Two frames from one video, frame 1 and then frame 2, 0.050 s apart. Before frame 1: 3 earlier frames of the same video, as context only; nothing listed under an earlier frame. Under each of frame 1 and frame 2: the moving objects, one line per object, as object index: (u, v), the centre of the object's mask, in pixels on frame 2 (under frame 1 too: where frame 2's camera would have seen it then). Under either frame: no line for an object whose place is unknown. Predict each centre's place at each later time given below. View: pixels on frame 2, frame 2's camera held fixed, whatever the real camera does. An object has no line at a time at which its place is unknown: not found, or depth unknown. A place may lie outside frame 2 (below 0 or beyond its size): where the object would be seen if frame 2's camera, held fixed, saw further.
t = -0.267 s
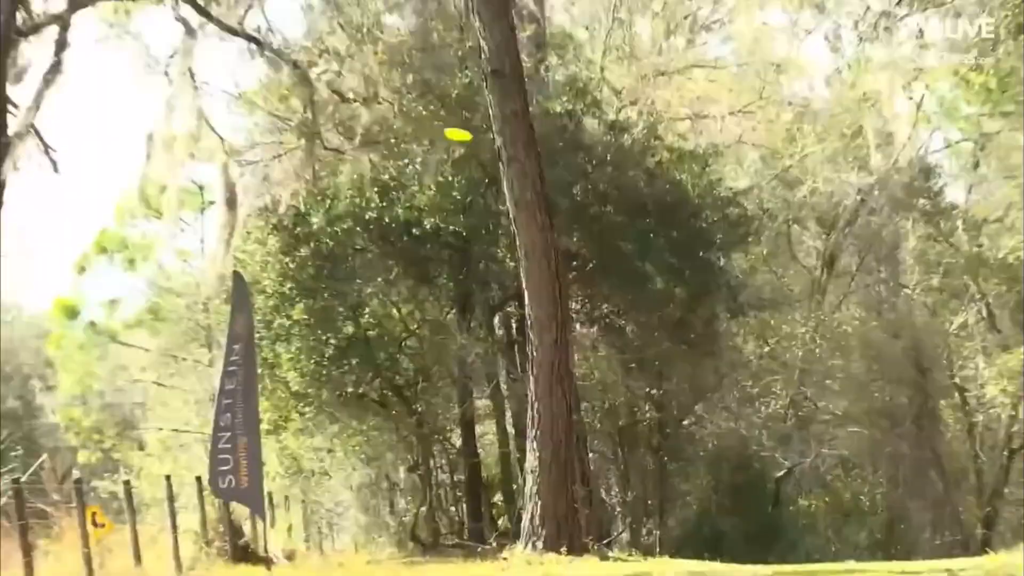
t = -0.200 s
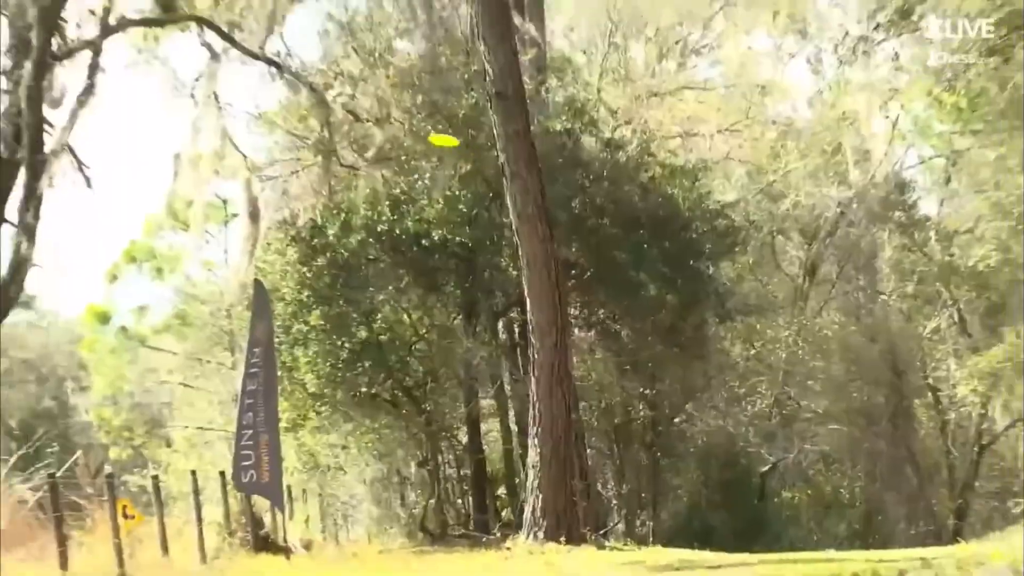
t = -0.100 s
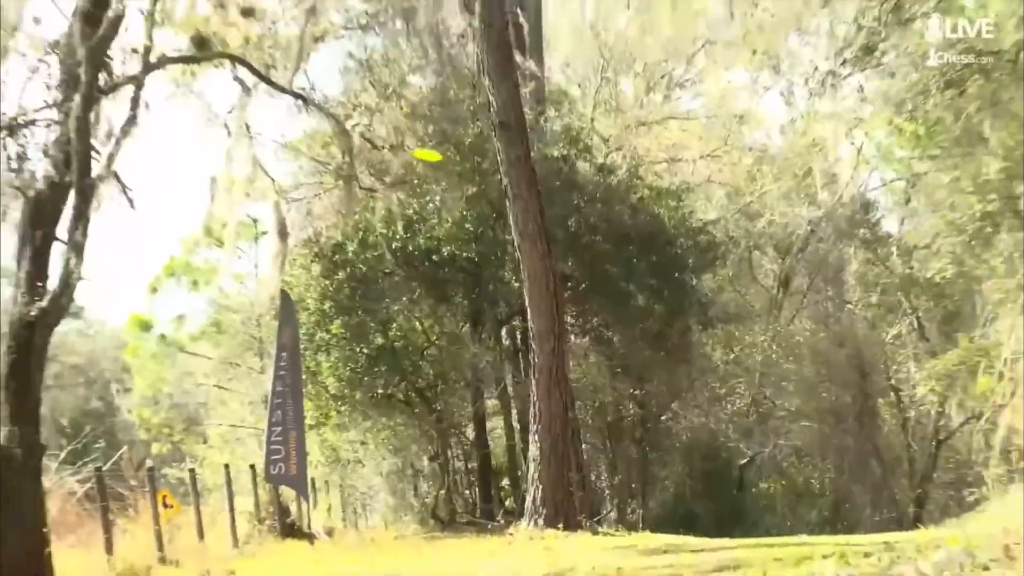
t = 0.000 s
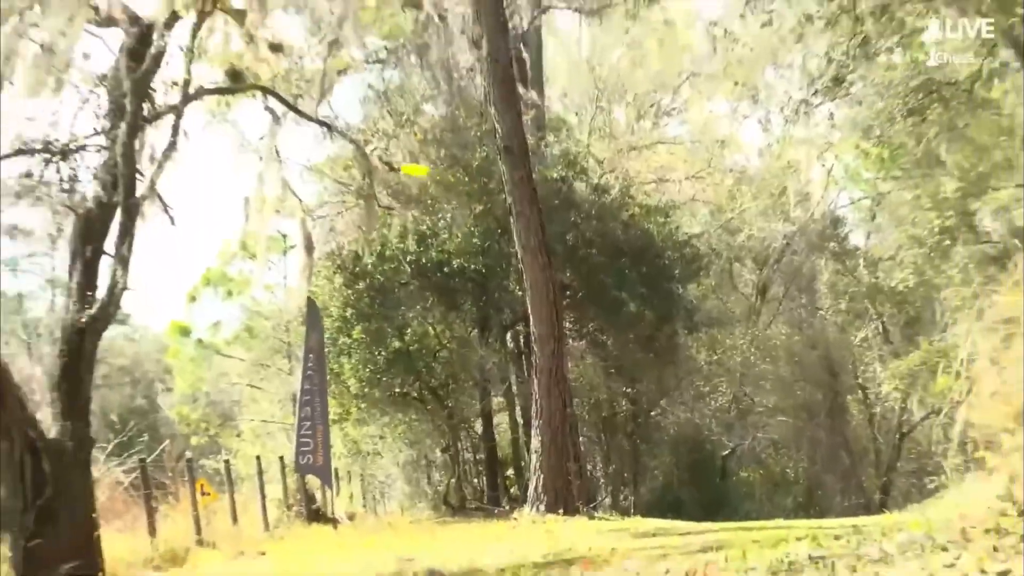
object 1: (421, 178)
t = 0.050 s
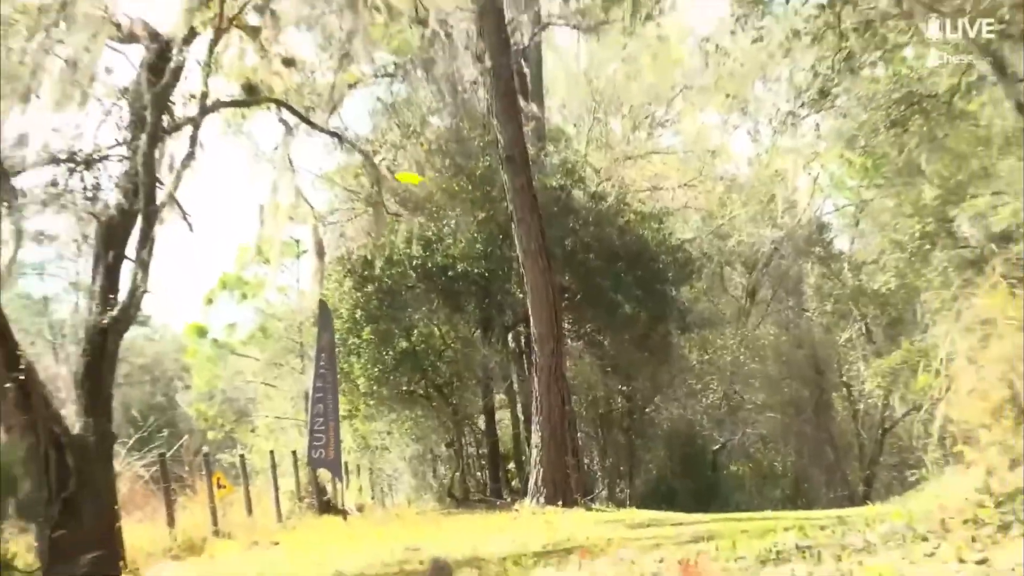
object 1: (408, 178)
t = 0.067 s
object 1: (404, 178)
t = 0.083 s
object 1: (400, 178)
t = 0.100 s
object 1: (397, 178)
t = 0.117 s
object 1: (393, 179)
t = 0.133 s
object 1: (387, 180)
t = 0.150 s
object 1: (383, 181)
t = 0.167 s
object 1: (379, 183)
